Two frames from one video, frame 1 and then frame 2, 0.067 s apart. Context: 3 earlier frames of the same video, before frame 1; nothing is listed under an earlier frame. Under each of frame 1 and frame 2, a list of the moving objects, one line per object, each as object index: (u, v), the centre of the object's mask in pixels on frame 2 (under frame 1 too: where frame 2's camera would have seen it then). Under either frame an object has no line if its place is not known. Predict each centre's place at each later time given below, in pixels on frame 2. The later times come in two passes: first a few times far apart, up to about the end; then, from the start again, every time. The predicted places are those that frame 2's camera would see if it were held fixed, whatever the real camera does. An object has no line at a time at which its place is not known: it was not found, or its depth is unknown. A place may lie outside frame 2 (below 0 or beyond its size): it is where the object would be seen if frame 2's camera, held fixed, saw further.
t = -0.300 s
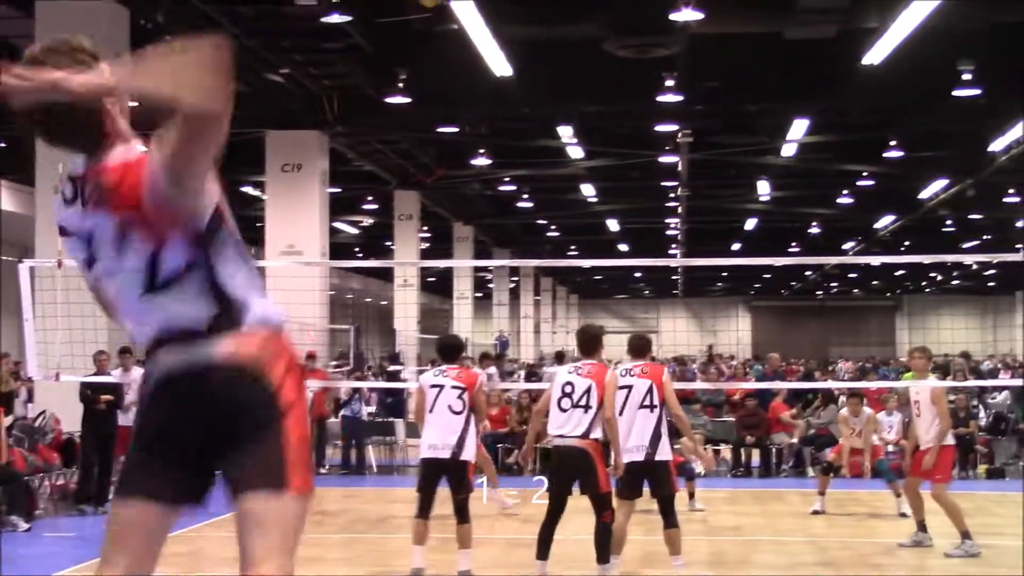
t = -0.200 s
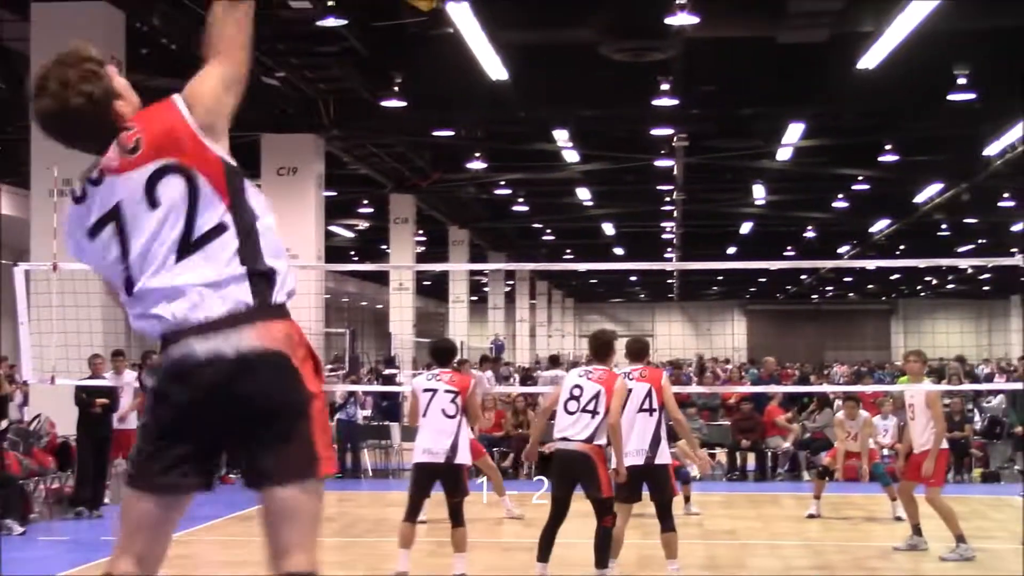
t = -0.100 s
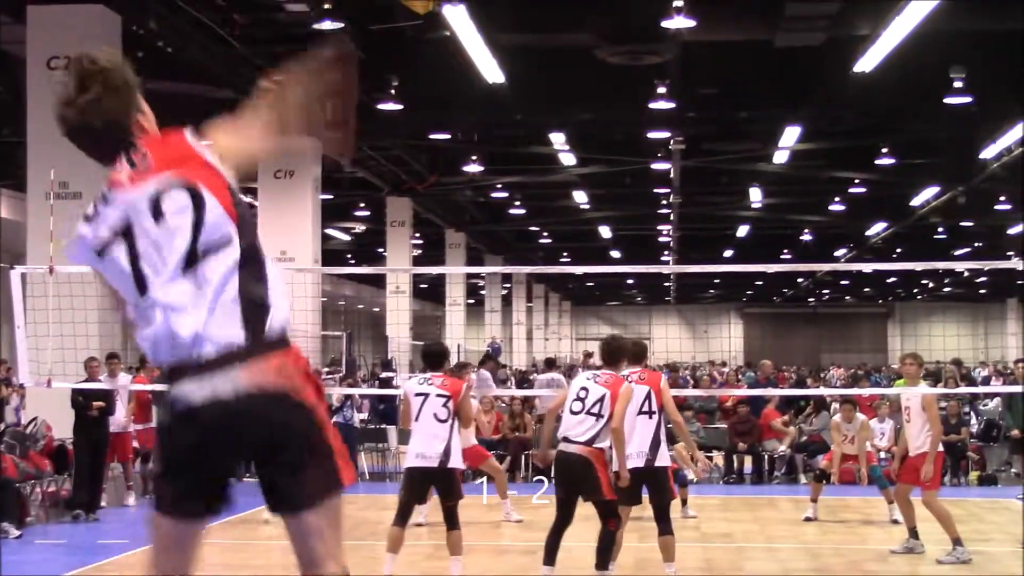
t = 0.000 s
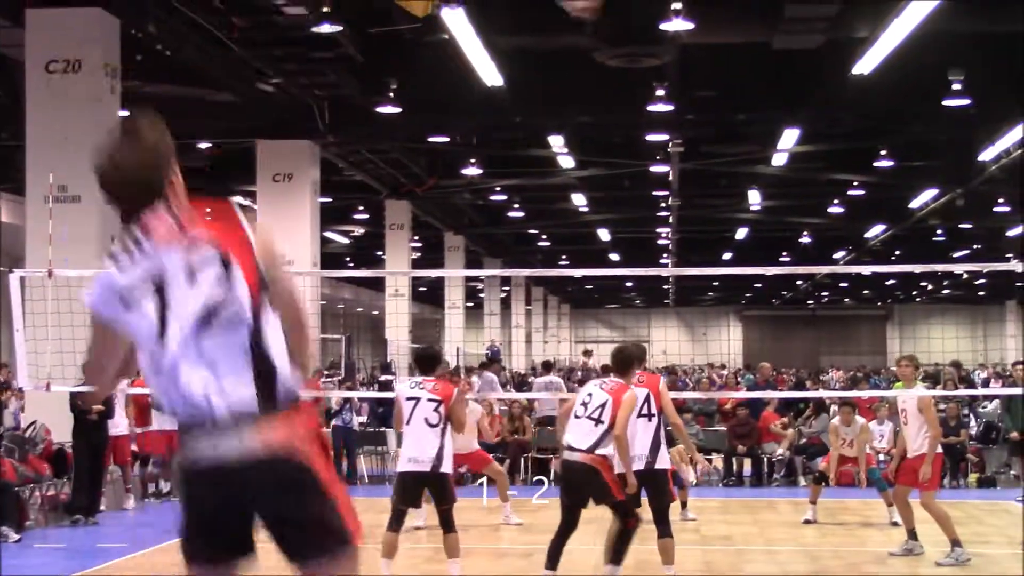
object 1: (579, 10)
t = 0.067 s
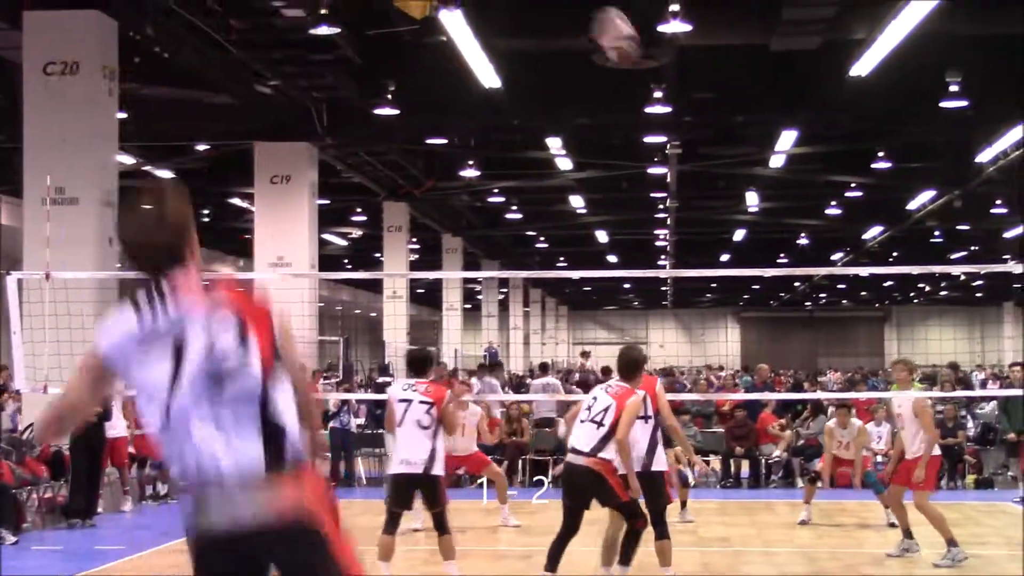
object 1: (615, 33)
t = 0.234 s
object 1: (685, 151)
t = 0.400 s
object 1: (725, 277)
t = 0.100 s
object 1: (634, 60)
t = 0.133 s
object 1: (650, 81)
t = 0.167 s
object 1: (664, 102)
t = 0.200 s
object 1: (676, 129)
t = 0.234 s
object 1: (685, 151)
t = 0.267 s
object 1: (695, 174)
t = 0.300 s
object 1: (704, 200)
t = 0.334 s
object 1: (711, 224)
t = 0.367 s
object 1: (717, 248)
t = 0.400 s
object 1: (725, 277)
